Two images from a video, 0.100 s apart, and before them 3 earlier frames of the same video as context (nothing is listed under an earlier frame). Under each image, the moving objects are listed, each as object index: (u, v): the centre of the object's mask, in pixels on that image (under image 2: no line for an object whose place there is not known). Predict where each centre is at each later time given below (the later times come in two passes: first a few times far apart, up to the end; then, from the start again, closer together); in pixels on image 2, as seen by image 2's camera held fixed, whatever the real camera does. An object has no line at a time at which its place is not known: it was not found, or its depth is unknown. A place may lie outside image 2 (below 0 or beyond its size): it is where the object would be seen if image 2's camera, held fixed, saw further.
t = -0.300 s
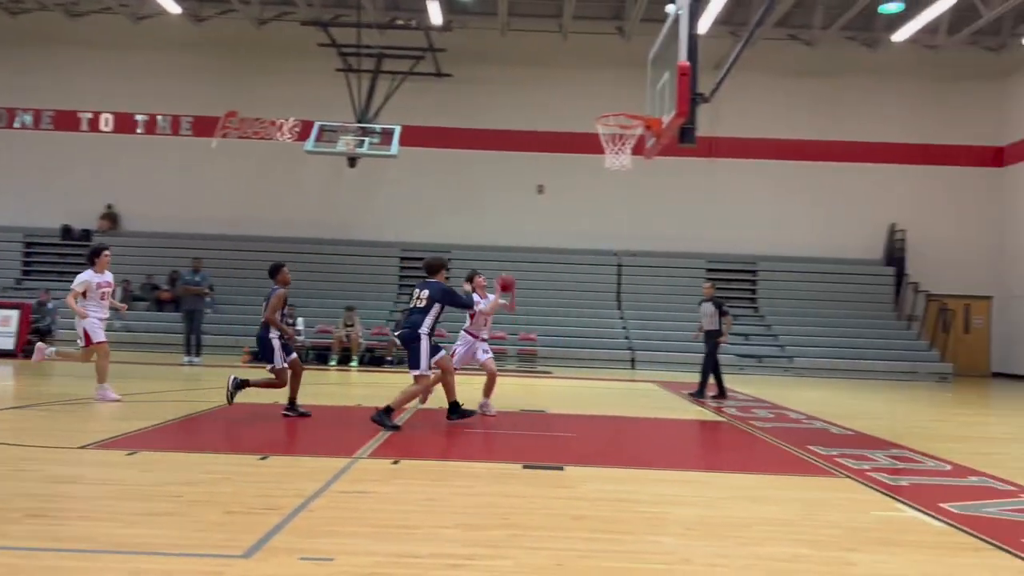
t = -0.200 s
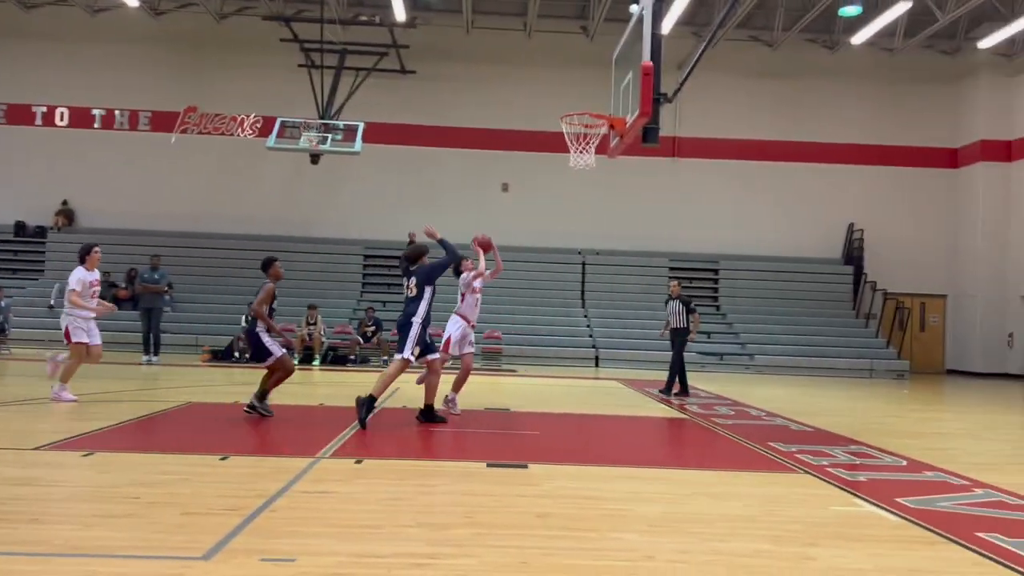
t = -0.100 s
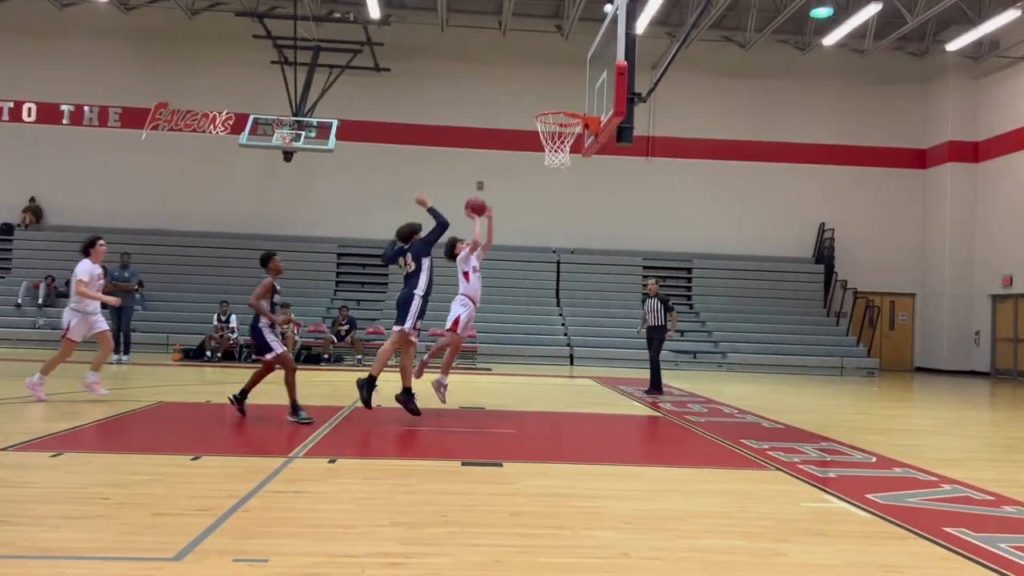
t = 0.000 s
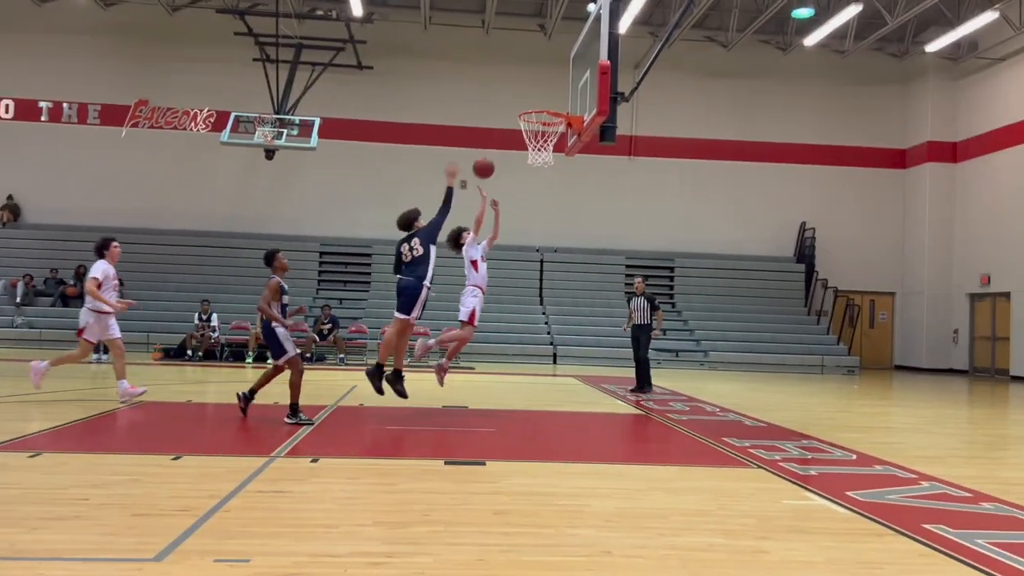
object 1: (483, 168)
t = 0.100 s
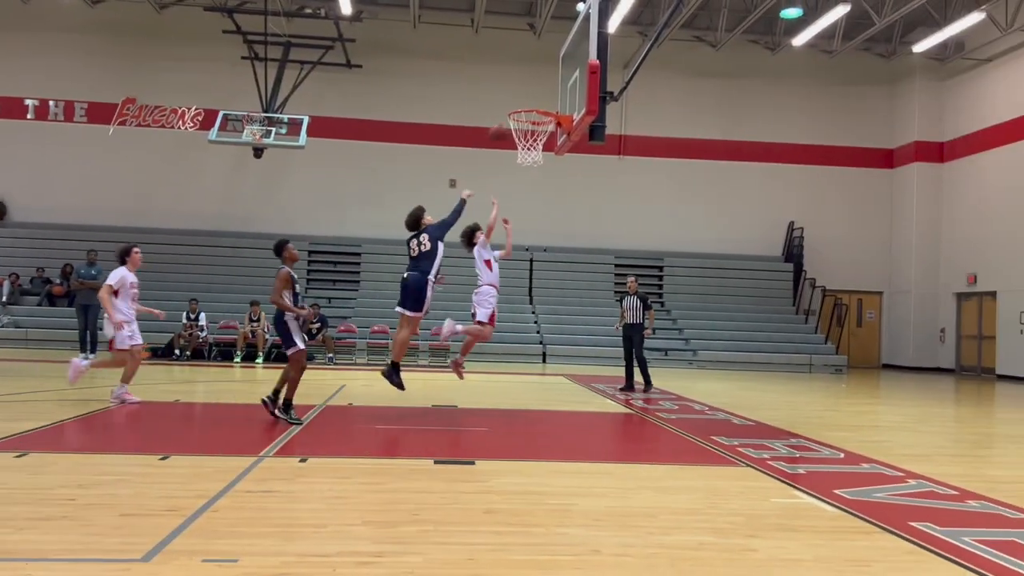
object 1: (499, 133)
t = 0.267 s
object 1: (544, 100)
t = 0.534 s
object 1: (511, 105)
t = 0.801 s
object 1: (490, 98)
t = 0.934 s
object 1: (478, 121)
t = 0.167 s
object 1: (516, 117)
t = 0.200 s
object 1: (525, 110)
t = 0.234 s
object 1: (535, 103)
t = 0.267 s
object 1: (544, 100)
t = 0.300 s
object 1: (553, 96)
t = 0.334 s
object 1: (551, 94)
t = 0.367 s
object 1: (545, 93)
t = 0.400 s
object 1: (538, 94)
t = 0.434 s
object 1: (531, 95)
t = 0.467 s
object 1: (525, 97)
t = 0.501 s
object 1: (518, 100)
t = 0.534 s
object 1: (511, 105)
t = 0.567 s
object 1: (508, 101)
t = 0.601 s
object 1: (506, 98)
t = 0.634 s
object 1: (503, 96)
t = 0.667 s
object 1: (501, 94)
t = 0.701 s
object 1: (498, 93)
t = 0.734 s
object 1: (496, 94)
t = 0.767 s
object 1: (493, 95)
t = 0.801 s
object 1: (490, 98)
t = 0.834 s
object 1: (487, 102)
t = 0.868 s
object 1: (484, 107)
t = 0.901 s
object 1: (481, 114)
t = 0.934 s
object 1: (478, 121)
